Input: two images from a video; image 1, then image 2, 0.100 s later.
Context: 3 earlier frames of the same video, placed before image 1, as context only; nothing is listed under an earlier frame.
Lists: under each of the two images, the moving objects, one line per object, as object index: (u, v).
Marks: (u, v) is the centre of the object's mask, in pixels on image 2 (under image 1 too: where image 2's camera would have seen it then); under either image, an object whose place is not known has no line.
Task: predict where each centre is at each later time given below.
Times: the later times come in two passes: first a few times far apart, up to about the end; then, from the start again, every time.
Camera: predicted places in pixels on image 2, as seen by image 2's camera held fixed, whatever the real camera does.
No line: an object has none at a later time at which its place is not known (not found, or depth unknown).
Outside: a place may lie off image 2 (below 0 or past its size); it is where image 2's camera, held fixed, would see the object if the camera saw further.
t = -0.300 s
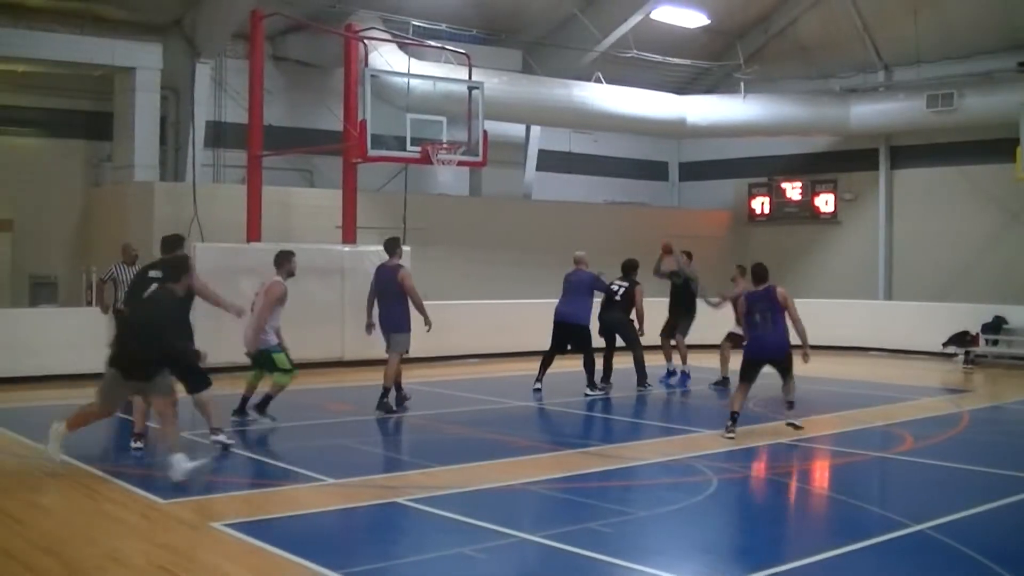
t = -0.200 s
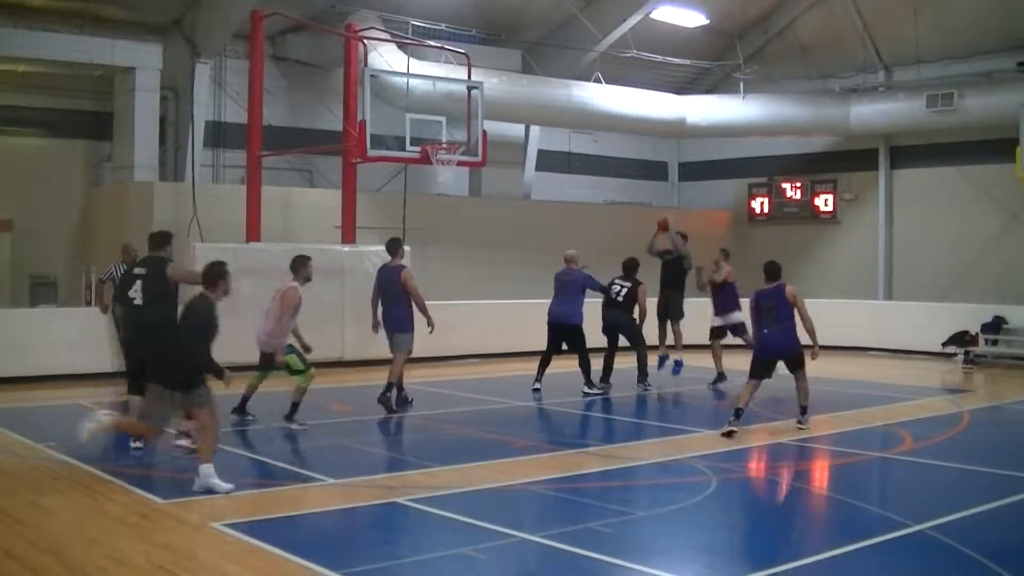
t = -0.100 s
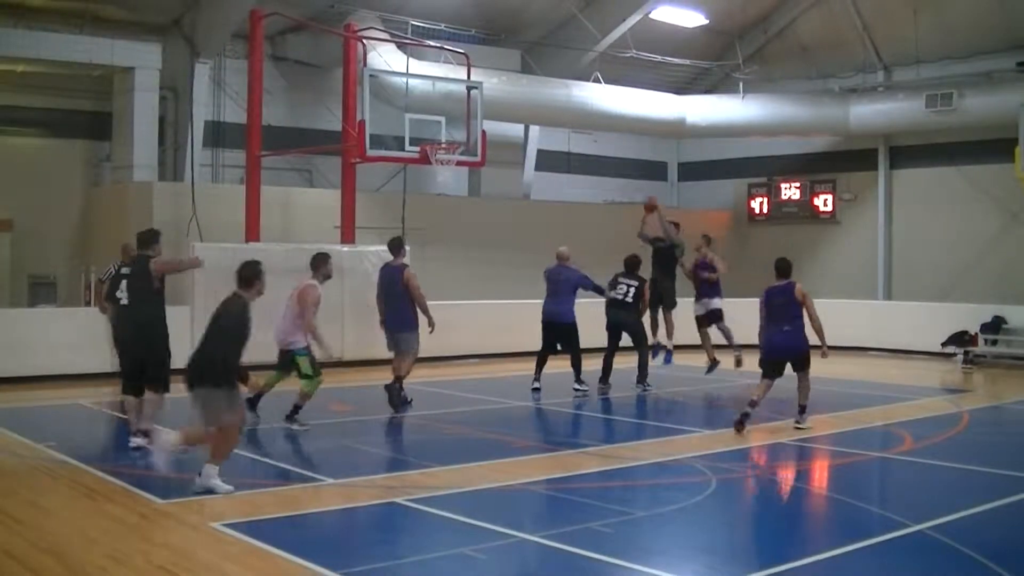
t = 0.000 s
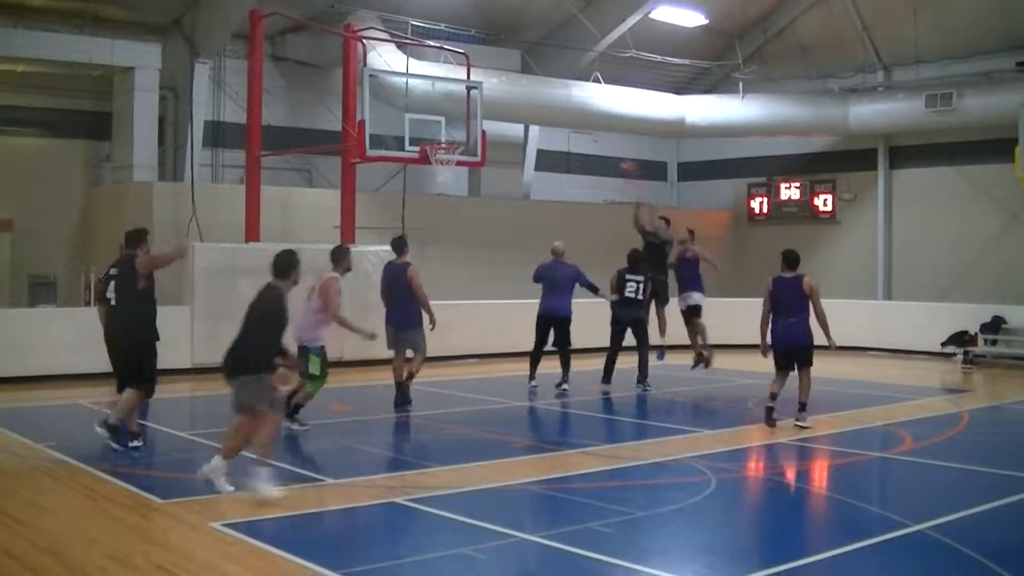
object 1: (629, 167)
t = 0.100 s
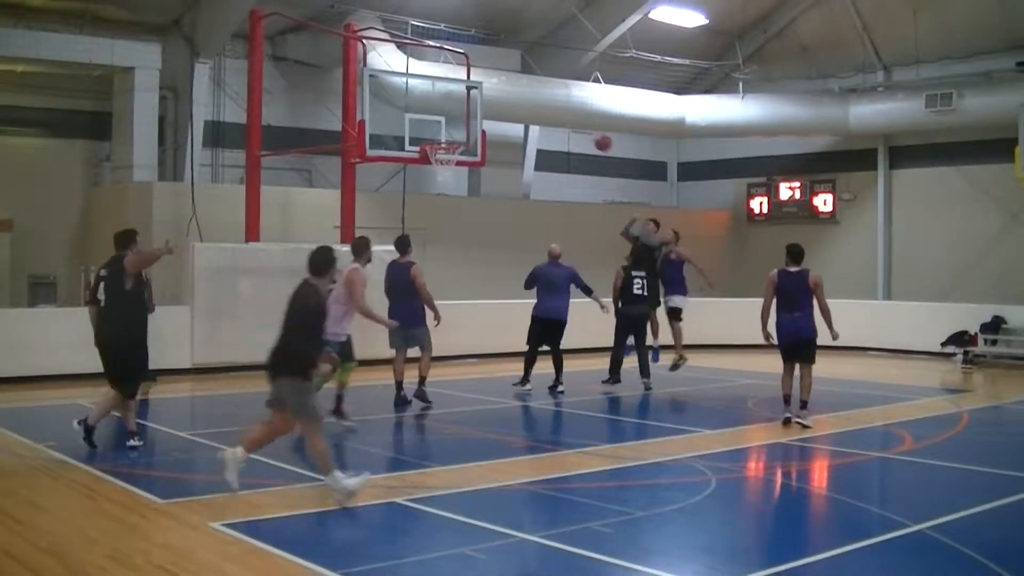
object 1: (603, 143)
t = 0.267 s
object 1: (560, 112)
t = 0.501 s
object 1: (500, 103)
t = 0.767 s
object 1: (435, 140)
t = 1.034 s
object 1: (454, 118)
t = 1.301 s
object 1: (453, 136)
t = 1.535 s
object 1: (444, 134)
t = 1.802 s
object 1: (436, 167)
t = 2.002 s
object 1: (441, 215)
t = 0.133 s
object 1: (595, 135)
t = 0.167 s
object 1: (587, 128)
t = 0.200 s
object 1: (578, 122)
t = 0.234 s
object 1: (569, 117)
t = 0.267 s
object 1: (560, 112)
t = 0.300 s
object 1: (552, 108)
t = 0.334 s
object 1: (543, 105)
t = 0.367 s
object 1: (535, 103)
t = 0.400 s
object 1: (526, 102)
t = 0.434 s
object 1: (517, 101)
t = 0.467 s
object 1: (508, 102)
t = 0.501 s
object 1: (500, 103)
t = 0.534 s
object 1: (490, 105)
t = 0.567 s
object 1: (482, 108)
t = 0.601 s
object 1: (472, 112)
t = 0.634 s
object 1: (463, 117)
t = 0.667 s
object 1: (454, 122)
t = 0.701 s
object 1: (446, 128)
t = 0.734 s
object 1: (436, 136)
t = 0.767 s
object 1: (435, 140)
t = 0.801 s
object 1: (443, 137)
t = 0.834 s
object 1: (453, 138)
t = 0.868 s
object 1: (454, 134)
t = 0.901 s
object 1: (454, 129)
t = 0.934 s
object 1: (454, 125)
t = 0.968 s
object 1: (454, 122)
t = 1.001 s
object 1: (454, 120)
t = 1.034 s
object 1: (454, 118)
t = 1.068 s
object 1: (454, 118)
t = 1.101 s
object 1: (454, 118)
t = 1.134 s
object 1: (453, 119)
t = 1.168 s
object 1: (453, 121)
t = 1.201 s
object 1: (453, 123)
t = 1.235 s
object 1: (453, 127)
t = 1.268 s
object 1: (452, 132)
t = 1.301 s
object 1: (453, 136)
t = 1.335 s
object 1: (452, 134)
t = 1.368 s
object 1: (450, 133)
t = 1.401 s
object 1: (449, 132)
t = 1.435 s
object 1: (448, 131)
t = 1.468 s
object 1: (446, 132)
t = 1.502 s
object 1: (445, 132)
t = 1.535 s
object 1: (444, 134)
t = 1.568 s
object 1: (442, 136)
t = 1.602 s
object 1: (441, 139)
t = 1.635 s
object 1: (441, 142)
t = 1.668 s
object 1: (439, 148)
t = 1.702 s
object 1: (440, 149)
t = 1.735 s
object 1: (442, 154)
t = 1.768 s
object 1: (439, 157)
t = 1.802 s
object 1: (436, 167)
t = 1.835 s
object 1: (443, 177)
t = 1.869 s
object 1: (441, 183)
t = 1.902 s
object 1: (441, 187)
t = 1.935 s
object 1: (441, 196)
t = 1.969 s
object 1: (440, 205)
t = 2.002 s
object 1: (441, 215)
